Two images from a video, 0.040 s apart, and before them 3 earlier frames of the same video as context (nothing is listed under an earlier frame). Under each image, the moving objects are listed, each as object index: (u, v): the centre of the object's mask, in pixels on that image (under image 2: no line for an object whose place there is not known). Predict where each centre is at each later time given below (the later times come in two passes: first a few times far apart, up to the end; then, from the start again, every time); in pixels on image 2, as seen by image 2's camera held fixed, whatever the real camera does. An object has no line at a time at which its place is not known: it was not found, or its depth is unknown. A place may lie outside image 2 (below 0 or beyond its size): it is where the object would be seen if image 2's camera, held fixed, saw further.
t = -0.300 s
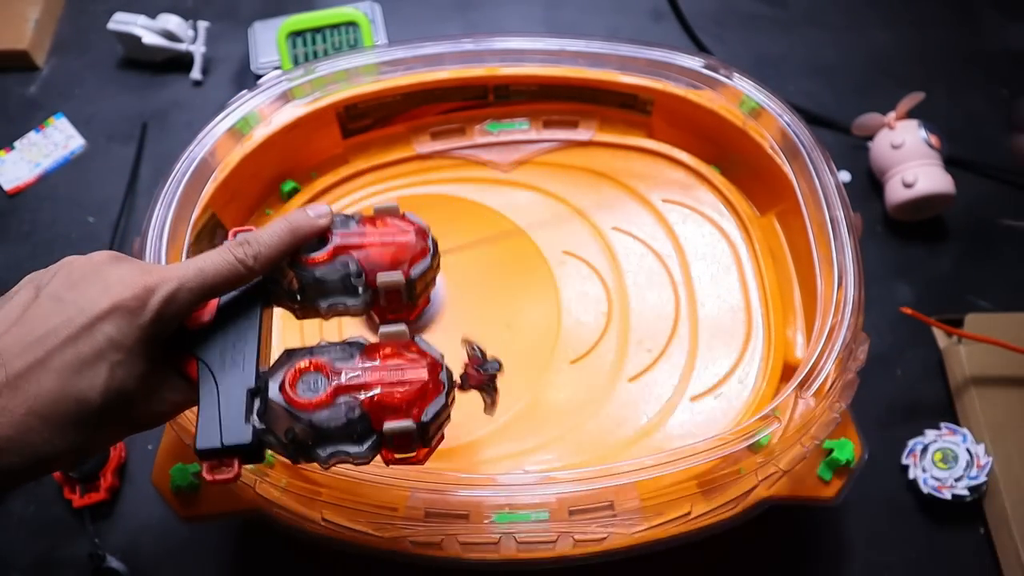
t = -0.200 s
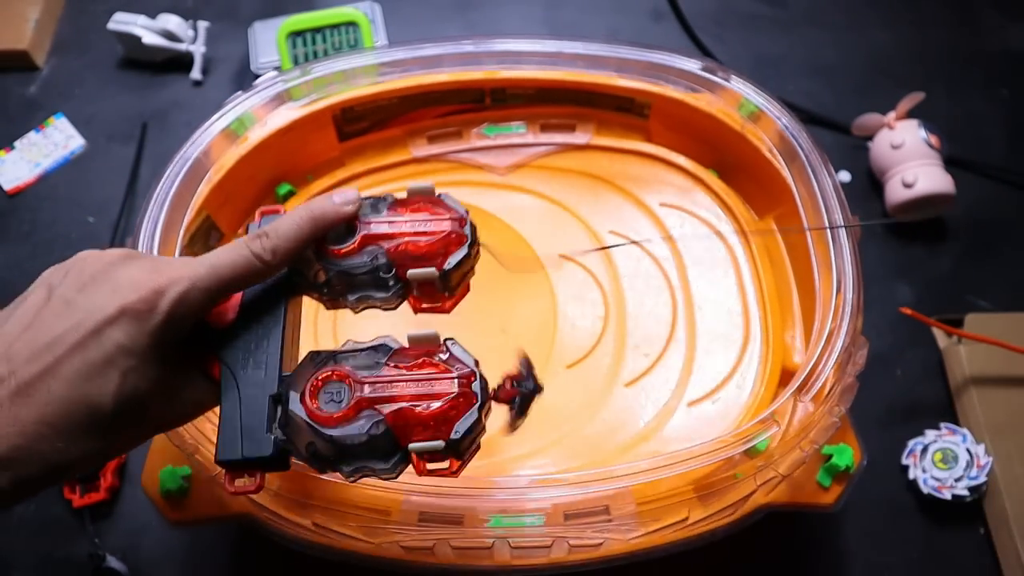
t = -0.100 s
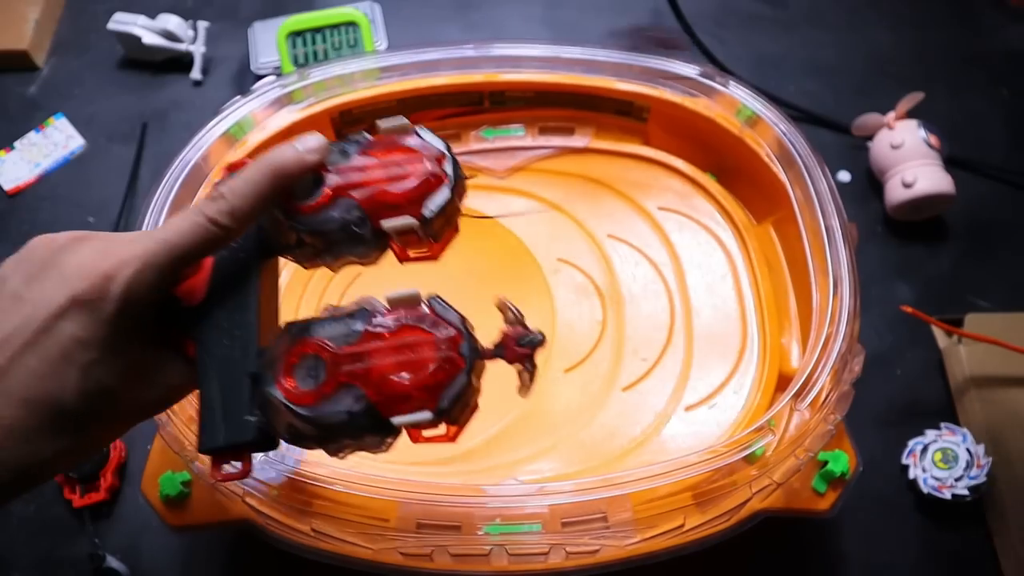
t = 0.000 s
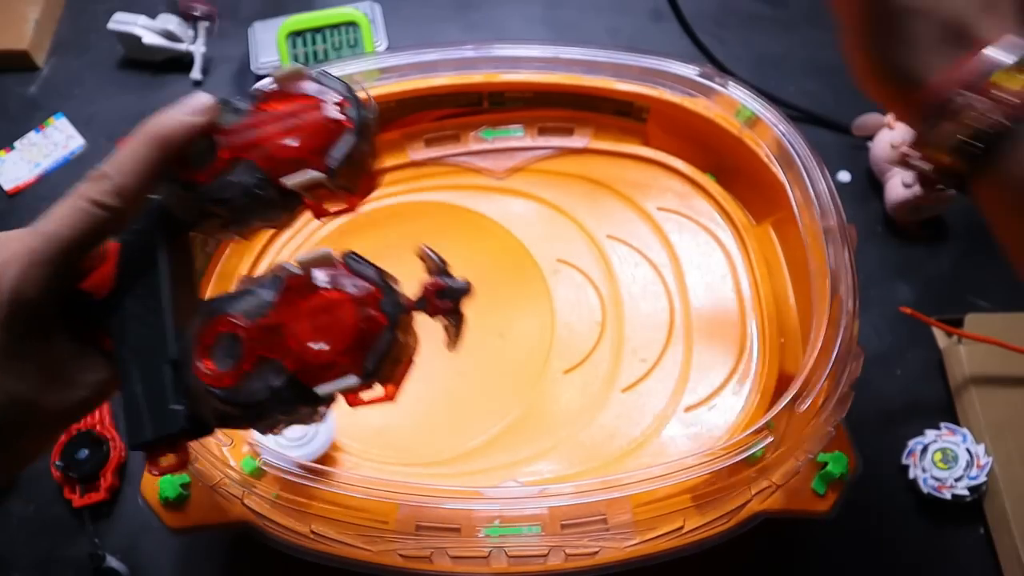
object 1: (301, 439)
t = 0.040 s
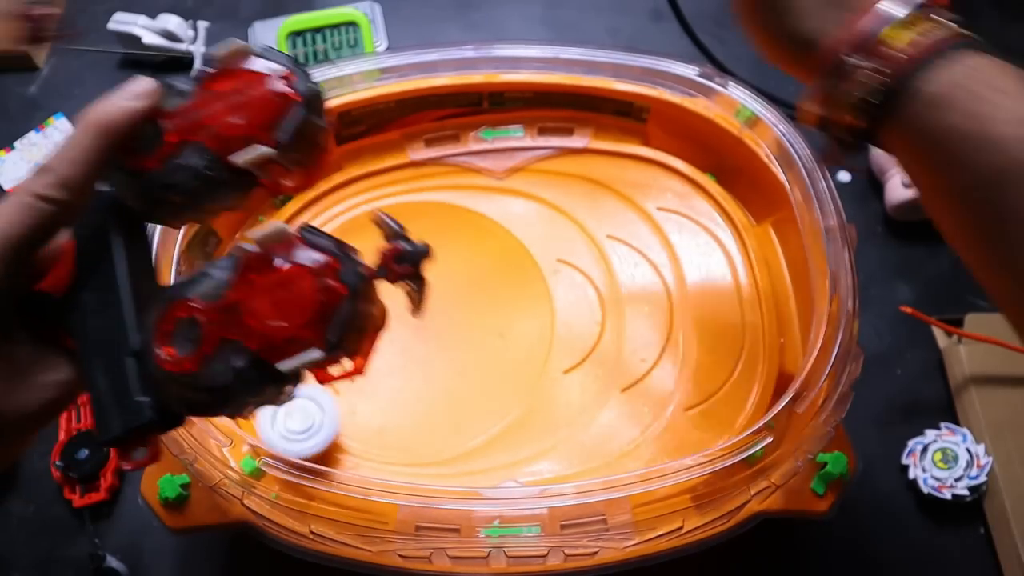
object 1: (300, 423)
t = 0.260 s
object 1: (377, 363)
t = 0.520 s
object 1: (515, 436)
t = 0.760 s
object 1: (546, 443)
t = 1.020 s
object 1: (565, 428)
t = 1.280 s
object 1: (563, 354)
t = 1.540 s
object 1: (644, 271)
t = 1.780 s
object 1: (662, 264)
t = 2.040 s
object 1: (587, 268)
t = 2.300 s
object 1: (479, 252)
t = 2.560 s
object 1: (369, 260)
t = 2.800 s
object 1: (406, 166)
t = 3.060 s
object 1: (482, 301)
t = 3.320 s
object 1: (245, 378)
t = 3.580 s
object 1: (330, 198)
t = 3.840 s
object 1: (516, 309)
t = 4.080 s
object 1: (371, 478)
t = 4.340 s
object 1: (258, 281)
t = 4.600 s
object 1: (431, 187)
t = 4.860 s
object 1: (567, 364)
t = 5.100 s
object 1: (445, 452)
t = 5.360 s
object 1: (312, 301)
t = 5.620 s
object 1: (487, 207)
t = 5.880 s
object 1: (508, 381)
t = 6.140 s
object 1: (302, 346)
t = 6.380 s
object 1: (369, 188)
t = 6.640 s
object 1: (497, 239)
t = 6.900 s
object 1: (415, 407)
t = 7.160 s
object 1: (286, 303)
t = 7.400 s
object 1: (425, 232)
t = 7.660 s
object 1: (480, 382)
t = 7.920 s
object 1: (322, 389)
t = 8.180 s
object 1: (381, 245)
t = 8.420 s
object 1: (514, 283)
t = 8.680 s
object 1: (418, 402)
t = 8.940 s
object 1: (331, 280)
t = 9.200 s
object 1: (449, 215)
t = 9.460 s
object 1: (477, 346)
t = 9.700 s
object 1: (333, 375)
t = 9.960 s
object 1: (337, 251)
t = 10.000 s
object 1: (358, 242)
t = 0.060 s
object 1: (303, 418)
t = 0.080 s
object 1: (307, 415)
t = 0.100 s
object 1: (315, 412)
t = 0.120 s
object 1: (321, 408)
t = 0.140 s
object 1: (327, 403)
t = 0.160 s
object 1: (333, 396)
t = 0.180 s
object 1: (340, 389)
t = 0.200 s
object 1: (348, 382)
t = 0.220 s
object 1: (357, 374)
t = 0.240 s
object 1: (367, 368)
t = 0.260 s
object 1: (377, 363)
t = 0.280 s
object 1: (389, 360)
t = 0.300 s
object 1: (402, 358)
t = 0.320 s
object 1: (416, 357)
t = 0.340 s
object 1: (429, 358)
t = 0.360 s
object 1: (442, 361)
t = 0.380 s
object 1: (455, 365)
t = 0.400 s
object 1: (467, 371)
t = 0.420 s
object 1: (478, 378)
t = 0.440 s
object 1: (488, 387)
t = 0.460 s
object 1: (496, 397)
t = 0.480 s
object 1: (502, 408)
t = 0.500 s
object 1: (507, 422)
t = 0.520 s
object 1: (515, 436)
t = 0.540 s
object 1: (522, 447)
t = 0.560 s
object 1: (527, 458)
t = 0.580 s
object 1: (532, 463)
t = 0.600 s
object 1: (536, 466)
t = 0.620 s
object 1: (540, 465)
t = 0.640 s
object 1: (543, 460)
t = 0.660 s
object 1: (544, 455)
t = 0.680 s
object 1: (543, 450)
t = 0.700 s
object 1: (544, 447)
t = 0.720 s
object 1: (544, 446)
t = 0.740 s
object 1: (545, 444)
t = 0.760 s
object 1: (546, 443)
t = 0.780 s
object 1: (548, 442)
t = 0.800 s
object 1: (549, 441)
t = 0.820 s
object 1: (551, 440)
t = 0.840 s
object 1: (552, 440)
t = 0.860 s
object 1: (554, 440)
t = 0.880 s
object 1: (555, 440)
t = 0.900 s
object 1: (557, 440)
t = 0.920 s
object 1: (559, 439)
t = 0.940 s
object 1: (561, 437)
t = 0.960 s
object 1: (563, 436)
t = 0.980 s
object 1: (564, 434)
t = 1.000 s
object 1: (565, 431)
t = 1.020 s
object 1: (565, 428)
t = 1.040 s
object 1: (564, 425)
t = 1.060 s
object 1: (559, 423)
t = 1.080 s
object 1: (554, 422)
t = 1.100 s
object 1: (548, 419)
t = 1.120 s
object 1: (545, 414)
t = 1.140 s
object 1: (543, 410)
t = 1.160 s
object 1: (542, 404)
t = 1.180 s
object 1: (543, 397)
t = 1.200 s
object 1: (544, 390)
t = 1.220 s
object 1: (548, 381)
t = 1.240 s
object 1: (552, 373)
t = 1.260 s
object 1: (556, 363)
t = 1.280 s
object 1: (563, 354)
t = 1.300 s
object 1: (568, 345)
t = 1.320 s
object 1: (575, 335)
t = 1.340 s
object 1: (583, 326)
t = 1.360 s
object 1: (590, 316)
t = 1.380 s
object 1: (597, 307)
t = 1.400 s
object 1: (604, 298)
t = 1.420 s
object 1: (612, 291)
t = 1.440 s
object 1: (618, 287)
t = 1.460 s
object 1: (623, 284)
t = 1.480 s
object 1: (628, 281)
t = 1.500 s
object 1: (634, 276)
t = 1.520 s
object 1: (639, 273)
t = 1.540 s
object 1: (644, 271)
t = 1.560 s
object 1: (648, 268)
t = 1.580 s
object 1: (652, 267)
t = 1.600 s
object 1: (656, 265)
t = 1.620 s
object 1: (658, 264)
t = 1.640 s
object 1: (660, 262)
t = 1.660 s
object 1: (662, 260)
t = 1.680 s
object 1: (663, 259)
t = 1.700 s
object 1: (664, 260)
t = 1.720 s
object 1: (664, 260)
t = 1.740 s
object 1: (663, 261)
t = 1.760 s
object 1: (663, 262)
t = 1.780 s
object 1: (662, 264)
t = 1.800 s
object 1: (660, 266)
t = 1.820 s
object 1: (656, 268)
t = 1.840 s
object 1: (654, 269)
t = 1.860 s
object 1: (650, 269)
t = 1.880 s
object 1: (645, 269)
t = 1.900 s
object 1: (639, 269)
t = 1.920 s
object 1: (634, 270)
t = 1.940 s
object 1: (625, 270)
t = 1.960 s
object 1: (618, 269)
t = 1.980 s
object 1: (611, 267)
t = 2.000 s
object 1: (604, 269)
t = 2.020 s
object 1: (595, 268)
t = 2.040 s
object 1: (587, 268)
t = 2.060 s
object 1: (578, 265)
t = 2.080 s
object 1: (570, 262)
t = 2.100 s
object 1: (560, 258)
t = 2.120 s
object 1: (552, 254)
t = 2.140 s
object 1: (542, 249)
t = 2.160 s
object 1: (533, 244)
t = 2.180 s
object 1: (523, 238)
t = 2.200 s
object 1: (515, 236)
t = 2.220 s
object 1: (506, 236)
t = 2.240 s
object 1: (498, 238)
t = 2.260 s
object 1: (491, 241)
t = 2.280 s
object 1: (485, 246)
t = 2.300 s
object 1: (479, 252)
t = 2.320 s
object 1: (473, 257)
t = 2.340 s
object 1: (466, 264)
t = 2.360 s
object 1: (458, 270)
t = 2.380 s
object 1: (450, 275)
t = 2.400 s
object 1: (441, 280)
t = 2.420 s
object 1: (432, 283)
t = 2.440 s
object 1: (421, 284)
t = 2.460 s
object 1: (412, 284)
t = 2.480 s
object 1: (402, 282)
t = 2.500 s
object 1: (392, 279)
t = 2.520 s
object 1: (383, 274)
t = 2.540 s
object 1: (375, 268)
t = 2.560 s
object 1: (369, 260)
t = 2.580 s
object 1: (363, 252)
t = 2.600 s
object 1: (359, 243)
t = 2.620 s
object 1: (358, 232)
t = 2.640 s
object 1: (356, 222)
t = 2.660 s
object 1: (359, 210)
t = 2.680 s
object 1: (362, 200)
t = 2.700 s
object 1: (367, 191)
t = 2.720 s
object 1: (372, 183)
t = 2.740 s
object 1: (378, 177)
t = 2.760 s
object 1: (386, 172)
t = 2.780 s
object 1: (395, 168)
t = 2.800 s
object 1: (406, 166)
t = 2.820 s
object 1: (420, 167)
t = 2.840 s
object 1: (434, 169)
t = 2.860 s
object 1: (447, 173)
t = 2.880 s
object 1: (459, 179)
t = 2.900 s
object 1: (469, 186)
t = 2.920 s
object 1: (476, 193)
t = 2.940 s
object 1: (481, 201)
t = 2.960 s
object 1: (485, 212)
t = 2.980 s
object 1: (488, 225)
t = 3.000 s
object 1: (489, 243)
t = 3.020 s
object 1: (490, 260)
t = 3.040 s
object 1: (488, 280)
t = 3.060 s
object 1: (482, 301)
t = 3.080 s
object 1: (474, 322)
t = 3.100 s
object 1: (461, 342)
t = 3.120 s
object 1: (447, 360)
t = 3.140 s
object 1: (429, 376)
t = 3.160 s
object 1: (409, 389)
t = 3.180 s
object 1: (387, 400)
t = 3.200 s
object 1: (363, 407)
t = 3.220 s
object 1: (339, 411)
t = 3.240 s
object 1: (316, 412)
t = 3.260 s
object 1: (292, 410)
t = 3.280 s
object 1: (271, 405)
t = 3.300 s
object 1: (253, 395)
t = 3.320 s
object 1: (245, 378)
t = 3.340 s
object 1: (240, 360)
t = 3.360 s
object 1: (237, 344)
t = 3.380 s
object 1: (240, 327)
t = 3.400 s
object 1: (241, 310)
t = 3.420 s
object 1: (244, 293)
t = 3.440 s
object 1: (249, 276)
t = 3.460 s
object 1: (255, 262)
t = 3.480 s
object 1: (264, 248)
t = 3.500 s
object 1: (272, 236)
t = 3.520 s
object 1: (284, 225)
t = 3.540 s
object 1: (299, 215)
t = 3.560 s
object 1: (315, 205)
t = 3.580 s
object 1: (330, 198)
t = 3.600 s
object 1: (345, 193)
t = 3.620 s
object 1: (362, 190)
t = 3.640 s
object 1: (379, 188)
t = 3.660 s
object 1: (395, 189)
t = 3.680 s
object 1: (412, 193)
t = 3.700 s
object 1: (430, 199)
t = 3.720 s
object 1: (448, 207)
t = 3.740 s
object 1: (464, 218)
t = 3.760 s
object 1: (479, 233)
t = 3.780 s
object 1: (493, 250)
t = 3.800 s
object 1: (503, 268)
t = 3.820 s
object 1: (511, 288)
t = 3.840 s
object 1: (516, 309)
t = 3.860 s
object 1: (518, 331)
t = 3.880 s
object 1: (518, 353)
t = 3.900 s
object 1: (513, 377)
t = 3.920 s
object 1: (505, 399)
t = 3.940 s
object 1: (493, 422)
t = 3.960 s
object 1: (480, 444)
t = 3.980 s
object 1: (466, 462)
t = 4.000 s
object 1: (449, 480)
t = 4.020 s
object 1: (429, 484)
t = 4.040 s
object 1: (409, 486)
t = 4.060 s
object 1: (389, 485)
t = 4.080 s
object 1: (371, 478)
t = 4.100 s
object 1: (348, 469)
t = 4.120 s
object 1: (328, 459)
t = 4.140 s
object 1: (309, 448)
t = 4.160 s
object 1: (292, 436)
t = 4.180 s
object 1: (278, 420)
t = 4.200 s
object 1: (266, 403)
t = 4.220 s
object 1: (257, 385)
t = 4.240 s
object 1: (252, 365)
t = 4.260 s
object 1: (249, 345)
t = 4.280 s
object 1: (248, 326)
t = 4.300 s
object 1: (250, 310)
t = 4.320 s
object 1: (253, 294)
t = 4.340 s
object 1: (258, 281)
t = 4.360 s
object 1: (264, 268)
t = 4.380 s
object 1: (272, 256)
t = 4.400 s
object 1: (283, 244)
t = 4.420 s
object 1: (297, 231)
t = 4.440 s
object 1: (312, 219)
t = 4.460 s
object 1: (327, 209)
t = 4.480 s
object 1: (341, 200)
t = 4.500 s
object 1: (355, 195)
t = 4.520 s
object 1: (369, 190)
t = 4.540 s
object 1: (383, 187)
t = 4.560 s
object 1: (398, 186)
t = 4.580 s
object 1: (414, 186)
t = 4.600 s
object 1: (431, 187)
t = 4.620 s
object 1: (449, 191)
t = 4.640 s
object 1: (467, 198)
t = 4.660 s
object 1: (484, 207)
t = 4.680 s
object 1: (502, 218)
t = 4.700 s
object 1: (516, 233)
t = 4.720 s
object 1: (529, 251)
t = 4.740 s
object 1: (540, 267)
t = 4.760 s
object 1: (548, 285)
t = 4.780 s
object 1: (554, 302)
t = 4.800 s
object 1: (559, 319)
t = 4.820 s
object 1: (563, 334)
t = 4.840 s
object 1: (565, 349)
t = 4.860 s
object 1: (567, 364)
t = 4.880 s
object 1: (567, 377)
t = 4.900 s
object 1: (566, 390)
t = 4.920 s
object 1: (562, 403)
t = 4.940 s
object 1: (557, 417)
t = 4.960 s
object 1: (549, 430)
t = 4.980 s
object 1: (539, 441)
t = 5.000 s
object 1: (525, 450)
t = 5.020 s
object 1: (509, 459)
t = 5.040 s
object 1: (493, 457)
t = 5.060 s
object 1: (477, 454)
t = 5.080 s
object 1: (461, 453)
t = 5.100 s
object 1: (445, 452)
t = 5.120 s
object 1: (430, 451)
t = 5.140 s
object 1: (416, 448)
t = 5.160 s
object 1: (401, 445)
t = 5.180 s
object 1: (385, 438)
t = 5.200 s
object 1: (368, 427)
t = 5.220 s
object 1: (350, 417)
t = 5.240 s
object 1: (337, 404)
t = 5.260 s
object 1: (326, 388)
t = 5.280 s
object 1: (319, 372)
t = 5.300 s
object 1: (313, 355)
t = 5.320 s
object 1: (310, 338)
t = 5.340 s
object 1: (311, 319)
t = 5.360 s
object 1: (312, 301)
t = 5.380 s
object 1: (316, 284)
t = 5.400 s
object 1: (324, 267)
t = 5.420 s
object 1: (333, 252)
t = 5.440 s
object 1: (344, 238)
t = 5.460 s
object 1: (358, 226)
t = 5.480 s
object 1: (373, 216)
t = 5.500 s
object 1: (389, 208)
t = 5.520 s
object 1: (405, 201)
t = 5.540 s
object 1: (422, 197)
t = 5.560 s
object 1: (439, 197)
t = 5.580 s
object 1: (456, 198)
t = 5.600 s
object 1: (472, 201)
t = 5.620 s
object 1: (487, 207)
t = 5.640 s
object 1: (501, 215)
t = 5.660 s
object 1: (512, 224)
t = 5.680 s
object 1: (522, 233)
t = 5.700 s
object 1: (529, 244)
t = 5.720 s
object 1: (535, 254)
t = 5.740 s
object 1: (539, 266)
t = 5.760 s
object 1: (541, 280)
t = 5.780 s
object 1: (543, 296)
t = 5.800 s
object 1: (542, 314)
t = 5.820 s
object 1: (538, 332)
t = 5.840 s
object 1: (531, 349)
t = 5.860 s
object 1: (521, 365)
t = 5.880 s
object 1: (508, 381)
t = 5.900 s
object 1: (492, 394)
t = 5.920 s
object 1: (474, 405)
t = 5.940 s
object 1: (456, 413)
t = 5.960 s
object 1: (436, 417)
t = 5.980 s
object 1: (416, 419)
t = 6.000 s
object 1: (396, 419)
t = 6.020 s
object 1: (378, 414)
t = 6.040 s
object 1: (360, 407)
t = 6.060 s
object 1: (344, 398)
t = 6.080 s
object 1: (330, 387)
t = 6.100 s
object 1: (319, 375)
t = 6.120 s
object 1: (309, 361)
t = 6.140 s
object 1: (302, 346)
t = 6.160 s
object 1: (297, 331)
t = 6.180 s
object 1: (293, 314)
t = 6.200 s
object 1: (293, 297)
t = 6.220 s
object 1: (294, 280)
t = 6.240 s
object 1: (298, 264)
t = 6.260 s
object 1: (305, 249)
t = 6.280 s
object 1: (313, 235)
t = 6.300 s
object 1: (323, 222)
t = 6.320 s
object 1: (336, 211)
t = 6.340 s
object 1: (347, 201)
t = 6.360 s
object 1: (358, 194)
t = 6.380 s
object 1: (369, 188)
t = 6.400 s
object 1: (380, 184)
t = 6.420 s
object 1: (392, 182)
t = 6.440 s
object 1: (406, 181)
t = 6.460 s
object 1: (418, 180)
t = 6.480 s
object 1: (429, 181)
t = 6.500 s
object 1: (438, 182)
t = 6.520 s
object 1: (446, 185)
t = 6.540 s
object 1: (453, 188)
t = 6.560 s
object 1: (461, 195)
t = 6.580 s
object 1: (469, 202)
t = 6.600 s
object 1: (480, 213)
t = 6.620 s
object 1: (489, 225)
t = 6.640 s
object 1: (497, 239)
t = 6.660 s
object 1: (503, 254)
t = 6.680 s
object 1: (508, 269)
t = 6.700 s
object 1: (510, 284)
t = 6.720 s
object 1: (509, 300)
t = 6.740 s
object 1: (506, 316)
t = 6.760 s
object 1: (501, 332)
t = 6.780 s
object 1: (493, 347)
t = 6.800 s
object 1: (484, 361)
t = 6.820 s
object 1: (472, 374)
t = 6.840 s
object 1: (460, 385)
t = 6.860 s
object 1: (446, 394)
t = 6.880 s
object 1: (431, 401)
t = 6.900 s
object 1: (415, 407)
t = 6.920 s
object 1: (399, 410)
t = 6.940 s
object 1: (382, 411)
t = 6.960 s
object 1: (366, 409)
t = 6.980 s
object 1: (350, 405)
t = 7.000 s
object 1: (336, 400)
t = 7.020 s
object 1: (322, 392)
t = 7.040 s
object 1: (311, 383)
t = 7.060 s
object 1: (301, 373)
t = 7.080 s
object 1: (294, 361)
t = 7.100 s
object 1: (288, 347)
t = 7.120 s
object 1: (285, 333)
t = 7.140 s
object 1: (283, 318)
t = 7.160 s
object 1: (286, 303)
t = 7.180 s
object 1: (290, 290)
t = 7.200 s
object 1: (296, 277)
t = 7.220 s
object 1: (305, 265)
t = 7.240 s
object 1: (316, 254)
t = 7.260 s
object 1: (327, 245)
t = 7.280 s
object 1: (339, 238)
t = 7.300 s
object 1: (353, 233)
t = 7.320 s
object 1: (368, 229)
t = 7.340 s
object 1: (383, 227)
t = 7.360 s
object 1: (397, 227)
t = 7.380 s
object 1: (412, 228)
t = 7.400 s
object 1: (425, 232)
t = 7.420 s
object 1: (438, 237)
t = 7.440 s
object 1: (450, 244)
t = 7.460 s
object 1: (461, 252)
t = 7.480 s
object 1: (471, 262)
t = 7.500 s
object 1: (479, 273)
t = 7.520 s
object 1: (486, 285)
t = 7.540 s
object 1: (491, 298)
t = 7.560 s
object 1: (495, 311)
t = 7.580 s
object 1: (496, 325)
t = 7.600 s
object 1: (496, 340)
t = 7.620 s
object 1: (493, 354)
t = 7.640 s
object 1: (488, 368)
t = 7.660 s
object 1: (480, 382)
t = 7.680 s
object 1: (471, 394)
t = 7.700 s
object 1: (461, 405)
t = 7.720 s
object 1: (449, 414)
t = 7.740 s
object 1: (437, 421)
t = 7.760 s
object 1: (423, 426)
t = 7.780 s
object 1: (408, 429)
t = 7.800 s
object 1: (393, 430)
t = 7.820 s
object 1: (377, 429)
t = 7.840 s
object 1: (363, 424)
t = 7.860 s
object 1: (351, 417)
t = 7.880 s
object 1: (340, 409)
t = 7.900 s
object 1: (331, 399)
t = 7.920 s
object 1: (322, 389)
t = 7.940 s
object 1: (316, 377)
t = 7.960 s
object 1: (311, 364)
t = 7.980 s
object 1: (309, 351)
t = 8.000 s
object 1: (311, 337)
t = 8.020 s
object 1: (312, 324)
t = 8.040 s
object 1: (316, 311)
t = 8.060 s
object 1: (321, 299)
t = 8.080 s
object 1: (327, 287)
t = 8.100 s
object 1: (335, 276)
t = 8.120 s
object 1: (345, 267)
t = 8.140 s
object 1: (357, 258)
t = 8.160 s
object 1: (369, 251)
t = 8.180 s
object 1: (381, 245)
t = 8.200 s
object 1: (393, 241)
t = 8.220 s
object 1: (406, 237)
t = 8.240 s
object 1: (420, 236)
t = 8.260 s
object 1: (433, 235)
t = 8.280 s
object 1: (446, 236)
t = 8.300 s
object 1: (459, 239)
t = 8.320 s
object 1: (471, 243)
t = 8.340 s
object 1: (481, 248)
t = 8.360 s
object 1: (491, 255)
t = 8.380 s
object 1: (500, 263)
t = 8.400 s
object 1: (508, 272)
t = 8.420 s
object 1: (514, 283)
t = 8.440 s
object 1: (518, 296)
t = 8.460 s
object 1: (520, 309)
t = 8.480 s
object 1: (519, 323)
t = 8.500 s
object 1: (518, 336)
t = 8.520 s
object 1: (513, 350)
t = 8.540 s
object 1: (507, 361)
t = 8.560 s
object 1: (497, 373)
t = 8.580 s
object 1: (485, 384)
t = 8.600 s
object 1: (472, 391)
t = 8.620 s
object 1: (460, 397)
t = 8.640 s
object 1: (446, 400)
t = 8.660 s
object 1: (432, 402)
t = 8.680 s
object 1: (418, 402)
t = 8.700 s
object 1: (403, 399)
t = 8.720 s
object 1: (389, 395)
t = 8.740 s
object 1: (378, 389)
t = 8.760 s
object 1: (366, 382)
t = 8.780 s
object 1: (356, 373)
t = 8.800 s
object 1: (347, 363)
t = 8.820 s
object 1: (340, 352)
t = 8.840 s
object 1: (335, 340)
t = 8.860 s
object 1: (332, 328)
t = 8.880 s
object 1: (330, 316)
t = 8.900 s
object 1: (328, 304)
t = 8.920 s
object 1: (328, 292)
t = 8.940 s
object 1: (331, 280)
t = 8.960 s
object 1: (336, 268)
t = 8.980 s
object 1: (341, 258)
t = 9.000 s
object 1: (347, 248)
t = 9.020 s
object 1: (354, 240)
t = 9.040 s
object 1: (363, 232)
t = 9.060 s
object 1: (372, 225)
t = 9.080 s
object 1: (383, 219)
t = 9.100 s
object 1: (394, 214)
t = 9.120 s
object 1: (404, 211)
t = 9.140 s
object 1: (416, 209)
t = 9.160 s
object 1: (428, 209)
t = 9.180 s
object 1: (439, 211)
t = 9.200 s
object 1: (449, 215)
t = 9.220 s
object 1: (459, 219)
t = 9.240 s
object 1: (469, 226)
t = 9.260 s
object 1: (477, 234)
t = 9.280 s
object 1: (484, 243)
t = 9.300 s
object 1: (489, 254)
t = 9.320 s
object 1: (493, 263)
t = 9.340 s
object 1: (496, 275)
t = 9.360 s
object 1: (498, 287)
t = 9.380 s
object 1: (497, 299)
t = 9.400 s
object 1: (493, 311)
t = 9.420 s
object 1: (489, 323)
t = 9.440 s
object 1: (484, 334)
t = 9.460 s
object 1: (477, 346)
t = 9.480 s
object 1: (468, 357)
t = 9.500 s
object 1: (458, 366)
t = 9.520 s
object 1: (447, 373)
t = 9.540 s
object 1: (436, 379)
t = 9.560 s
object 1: (423, 385)
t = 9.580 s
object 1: (409, 391)
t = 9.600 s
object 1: (394, 391)
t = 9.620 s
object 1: (383, 390)
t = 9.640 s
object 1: (370, 390)
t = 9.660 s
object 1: (357, 386)
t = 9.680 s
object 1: (344, 381)
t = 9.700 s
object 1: (333, 375)
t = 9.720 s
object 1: (324, 368)
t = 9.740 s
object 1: (317, 360)
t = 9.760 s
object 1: (310, 351)
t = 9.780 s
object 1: (305, 340)
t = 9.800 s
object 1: (303, 329)
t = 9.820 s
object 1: (302, 319)
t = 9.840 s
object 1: (301, 307)
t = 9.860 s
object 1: (303, 295)
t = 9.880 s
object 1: (307, 285)
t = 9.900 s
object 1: (312, 275)
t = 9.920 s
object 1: (319, 266)
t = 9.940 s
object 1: (327, 257)
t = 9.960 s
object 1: (337, 251)
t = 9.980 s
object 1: (347, 245)
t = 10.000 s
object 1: (358, 242)
